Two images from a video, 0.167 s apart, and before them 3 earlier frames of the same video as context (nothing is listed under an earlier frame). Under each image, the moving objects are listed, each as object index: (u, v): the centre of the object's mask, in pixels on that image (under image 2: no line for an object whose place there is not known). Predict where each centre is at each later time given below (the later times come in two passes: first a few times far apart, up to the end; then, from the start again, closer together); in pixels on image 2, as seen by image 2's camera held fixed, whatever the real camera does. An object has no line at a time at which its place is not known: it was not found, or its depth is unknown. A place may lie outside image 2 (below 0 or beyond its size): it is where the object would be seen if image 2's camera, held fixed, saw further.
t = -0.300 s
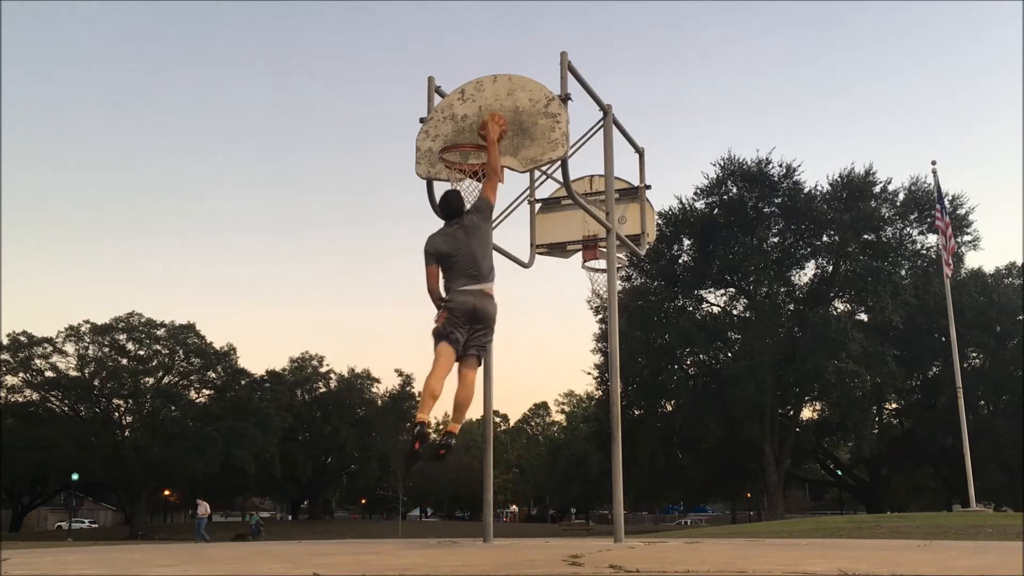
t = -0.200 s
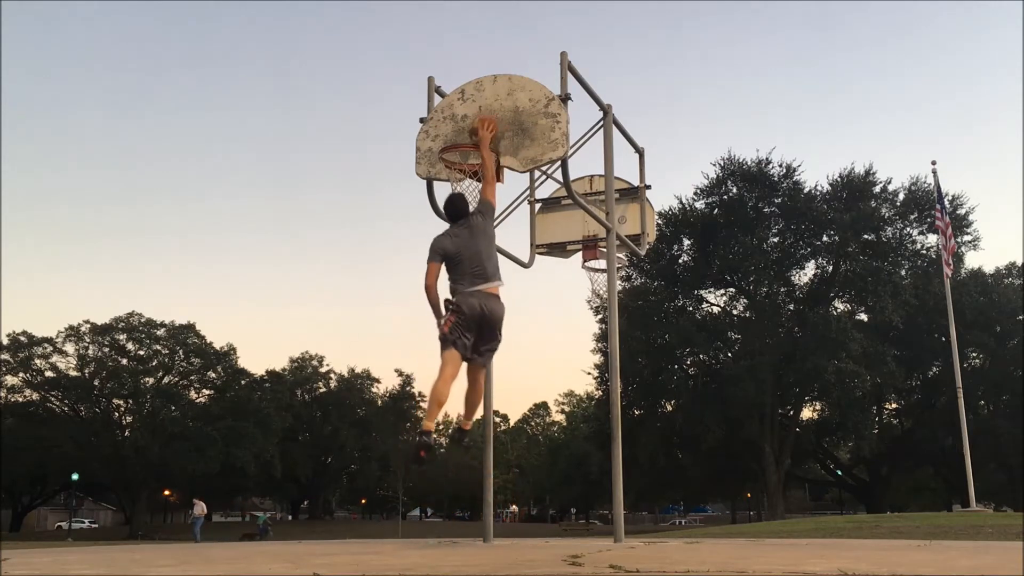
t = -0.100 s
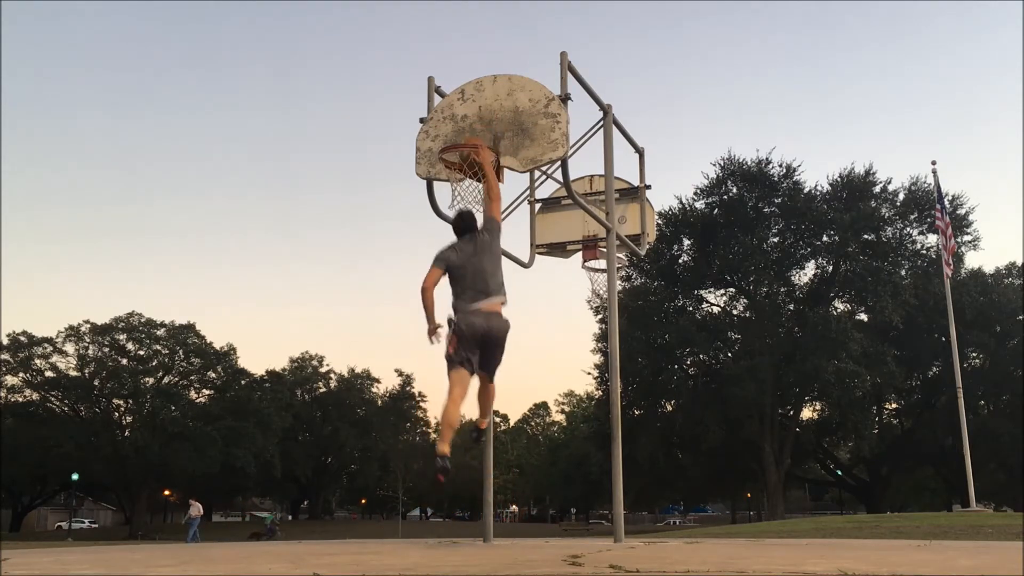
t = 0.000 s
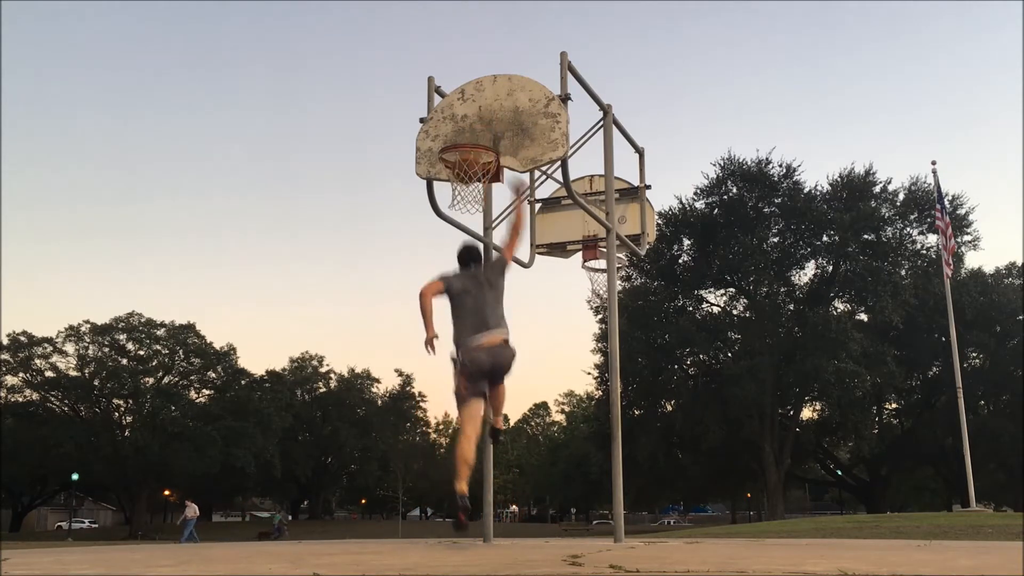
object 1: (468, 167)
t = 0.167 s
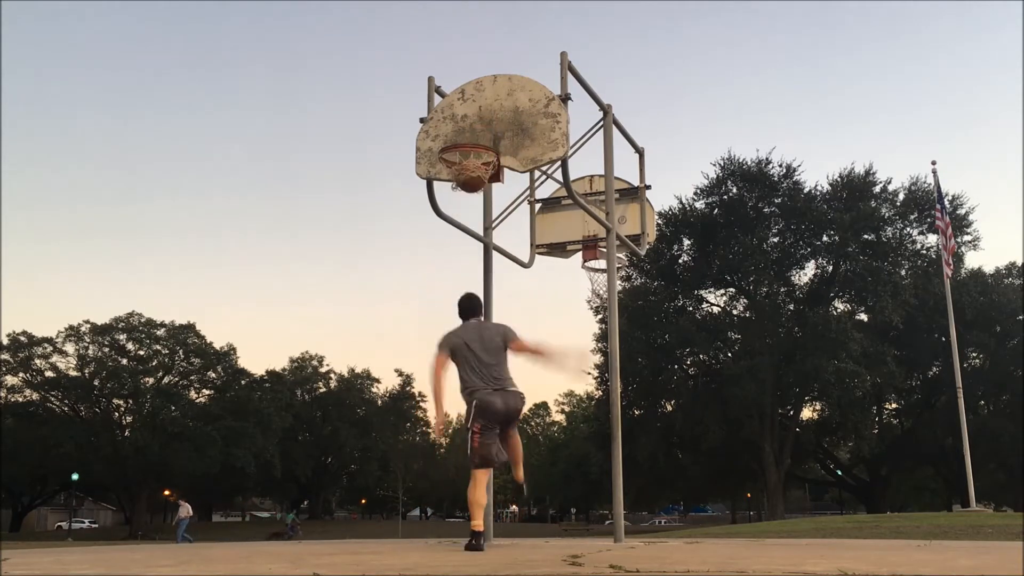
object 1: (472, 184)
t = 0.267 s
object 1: (474, 190)
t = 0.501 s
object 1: (478, 265)
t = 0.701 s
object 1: (480, 387)
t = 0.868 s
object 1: (484, 530)
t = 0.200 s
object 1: (473, 185)
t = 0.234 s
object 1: (473, 187)
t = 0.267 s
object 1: (474, 190)
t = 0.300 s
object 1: (474, 195)
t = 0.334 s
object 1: (474, 204)
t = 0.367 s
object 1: (475, 213)
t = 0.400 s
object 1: (476, 225)
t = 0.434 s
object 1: (476, 237)
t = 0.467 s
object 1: (477, 250)
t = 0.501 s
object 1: (478, 265)
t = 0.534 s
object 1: (479, 281)
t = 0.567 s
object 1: (479, 299)
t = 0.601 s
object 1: (479, 317)
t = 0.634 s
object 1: (481, 339)
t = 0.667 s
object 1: (482, 362)
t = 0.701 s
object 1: (480, 387)
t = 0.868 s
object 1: (484, 530)
